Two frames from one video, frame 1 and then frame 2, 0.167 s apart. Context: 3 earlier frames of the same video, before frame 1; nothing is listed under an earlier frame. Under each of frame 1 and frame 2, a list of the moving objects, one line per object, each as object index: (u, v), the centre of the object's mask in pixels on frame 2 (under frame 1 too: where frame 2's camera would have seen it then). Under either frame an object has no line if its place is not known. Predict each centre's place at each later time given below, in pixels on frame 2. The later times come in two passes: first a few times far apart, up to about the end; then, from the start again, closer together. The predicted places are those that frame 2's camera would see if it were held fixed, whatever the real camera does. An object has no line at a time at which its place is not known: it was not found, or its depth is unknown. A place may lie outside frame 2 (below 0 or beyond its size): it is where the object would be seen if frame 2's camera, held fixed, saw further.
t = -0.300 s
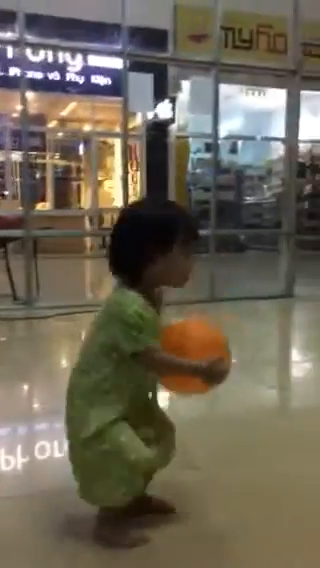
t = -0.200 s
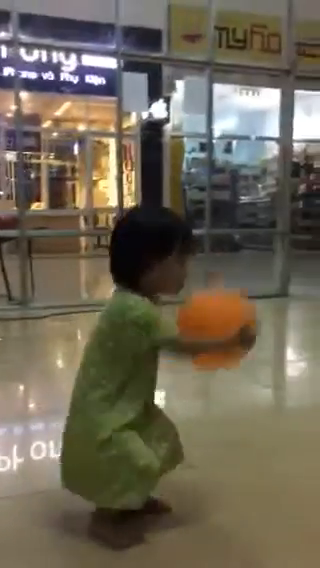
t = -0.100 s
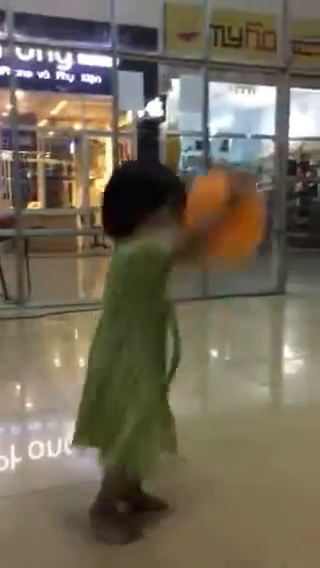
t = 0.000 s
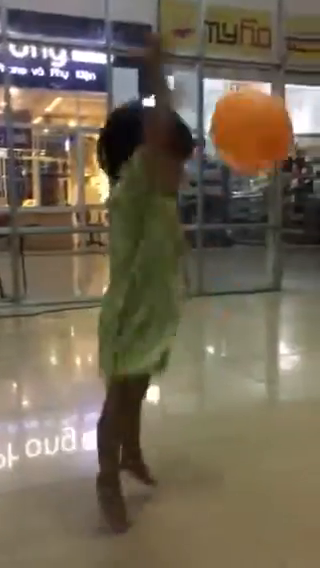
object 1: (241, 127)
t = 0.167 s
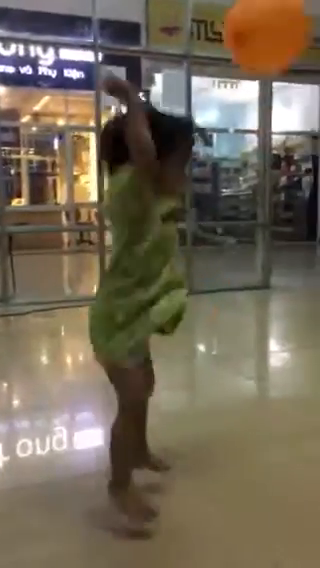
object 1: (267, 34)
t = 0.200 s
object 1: (266, 27)
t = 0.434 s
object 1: (245, 10)
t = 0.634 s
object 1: (217, 25)
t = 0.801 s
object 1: (184, 63)
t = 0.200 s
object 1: (266, 27)
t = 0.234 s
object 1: (264, 23)
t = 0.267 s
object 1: (263, 20)
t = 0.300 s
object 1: (262, 18)
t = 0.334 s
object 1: (260, 14)
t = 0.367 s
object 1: (254, 12)
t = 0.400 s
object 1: (246, 11)
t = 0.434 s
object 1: (245, 10)
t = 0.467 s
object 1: (240, 12)
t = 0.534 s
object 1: (234, 16)
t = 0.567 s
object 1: (229, 18)
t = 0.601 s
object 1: (223, 21)
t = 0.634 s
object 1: (217, 25)
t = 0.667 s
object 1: (212, 28)
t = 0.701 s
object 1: (206, 34)
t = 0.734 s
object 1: (199, 40)
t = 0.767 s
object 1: (192, 51)
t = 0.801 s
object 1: (184, 63)
